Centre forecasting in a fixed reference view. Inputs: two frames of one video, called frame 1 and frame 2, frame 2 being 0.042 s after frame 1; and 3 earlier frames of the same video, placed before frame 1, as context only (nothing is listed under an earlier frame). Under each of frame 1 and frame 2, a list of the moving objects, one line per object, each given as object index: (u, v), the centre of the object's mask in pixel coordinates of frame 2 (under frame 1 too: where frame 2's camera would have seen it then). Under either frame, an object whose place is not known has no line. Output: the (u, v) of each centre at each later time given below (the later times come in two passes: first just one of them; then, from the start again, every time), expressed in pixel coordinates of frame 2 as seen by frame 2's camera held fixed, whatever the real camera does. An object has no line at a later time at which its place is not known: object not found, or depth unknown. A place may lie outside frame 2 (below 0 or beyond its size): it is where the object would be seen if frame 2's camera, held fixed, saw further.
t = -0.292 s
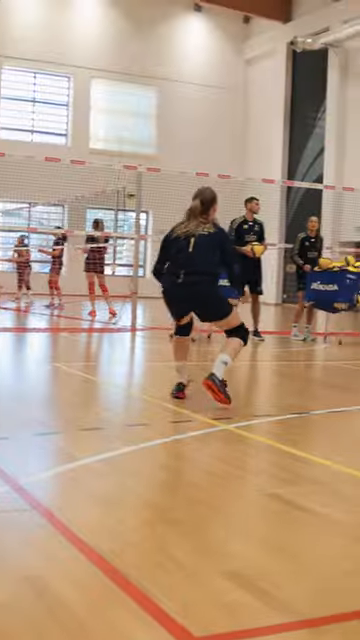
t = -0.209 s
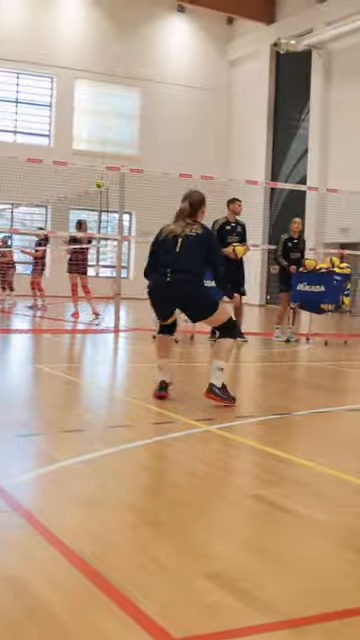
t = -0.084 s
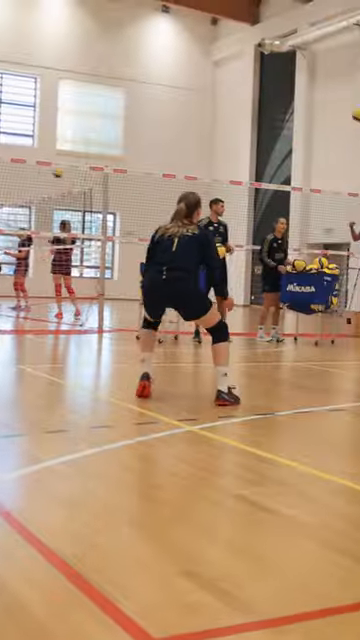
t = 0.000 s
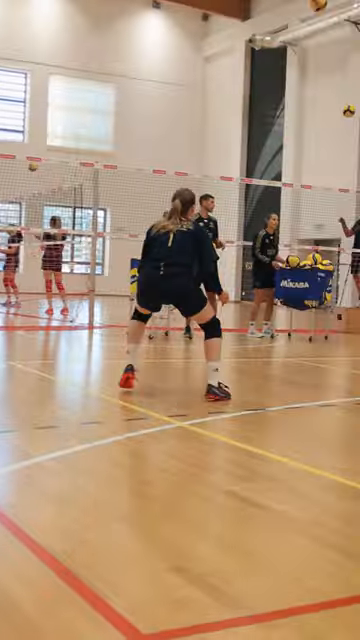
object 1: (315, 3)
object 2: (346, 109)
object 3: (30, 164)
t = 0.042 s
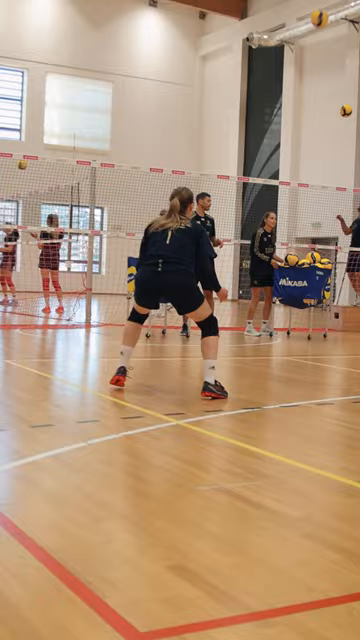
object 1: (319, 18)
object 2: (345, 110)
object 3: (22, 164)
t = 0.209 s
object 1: (334, 95)
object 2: (344, 124)
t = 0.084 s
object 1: (323, 36)
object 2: (345, 113)
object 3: (15, 164)
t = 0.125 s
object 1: (328, 55)
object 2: (345, 116)
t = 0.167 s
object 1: (331, 76)
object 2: (344, 120)
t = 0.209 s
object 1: (334, 95)
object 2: (344, 124)
